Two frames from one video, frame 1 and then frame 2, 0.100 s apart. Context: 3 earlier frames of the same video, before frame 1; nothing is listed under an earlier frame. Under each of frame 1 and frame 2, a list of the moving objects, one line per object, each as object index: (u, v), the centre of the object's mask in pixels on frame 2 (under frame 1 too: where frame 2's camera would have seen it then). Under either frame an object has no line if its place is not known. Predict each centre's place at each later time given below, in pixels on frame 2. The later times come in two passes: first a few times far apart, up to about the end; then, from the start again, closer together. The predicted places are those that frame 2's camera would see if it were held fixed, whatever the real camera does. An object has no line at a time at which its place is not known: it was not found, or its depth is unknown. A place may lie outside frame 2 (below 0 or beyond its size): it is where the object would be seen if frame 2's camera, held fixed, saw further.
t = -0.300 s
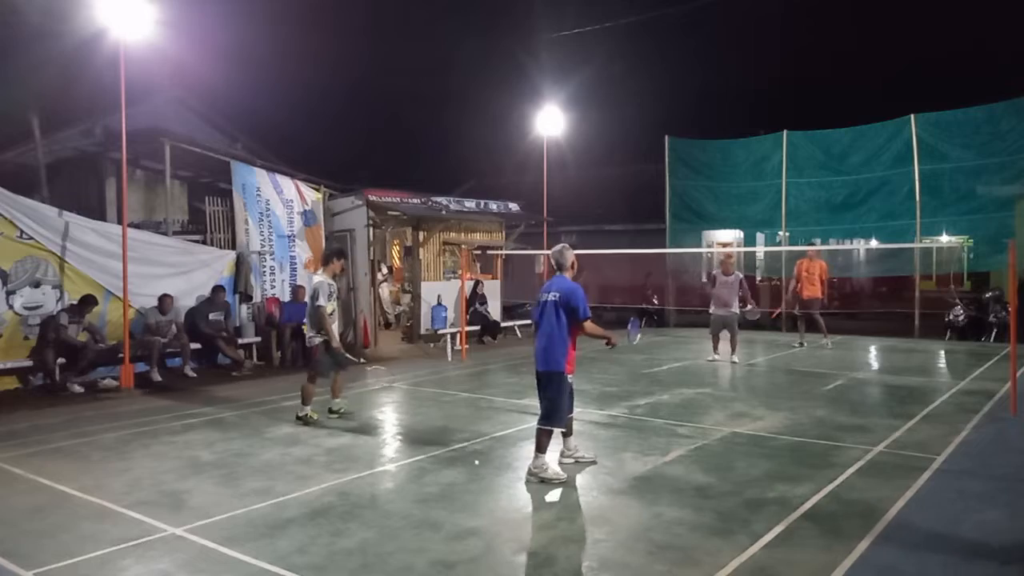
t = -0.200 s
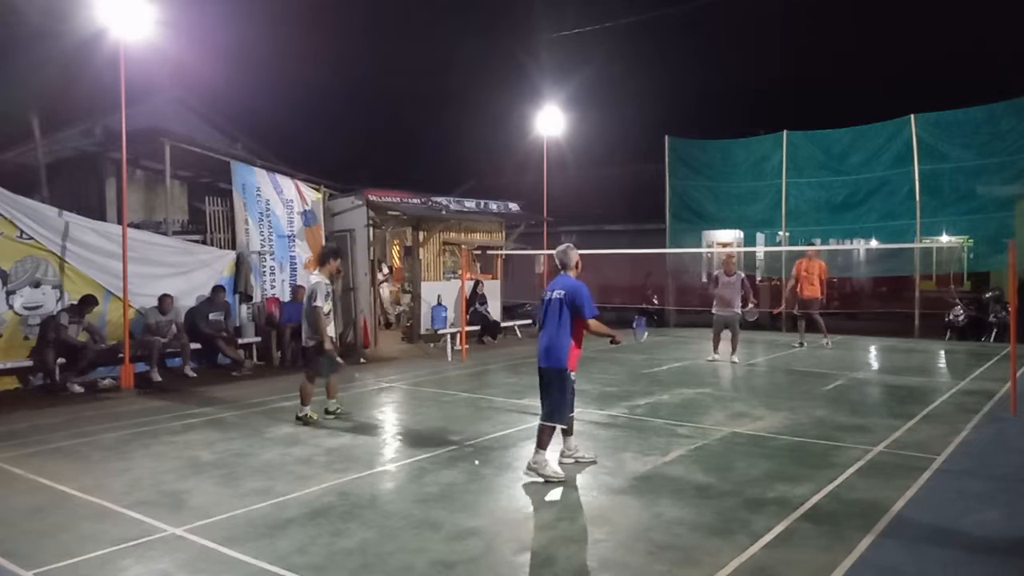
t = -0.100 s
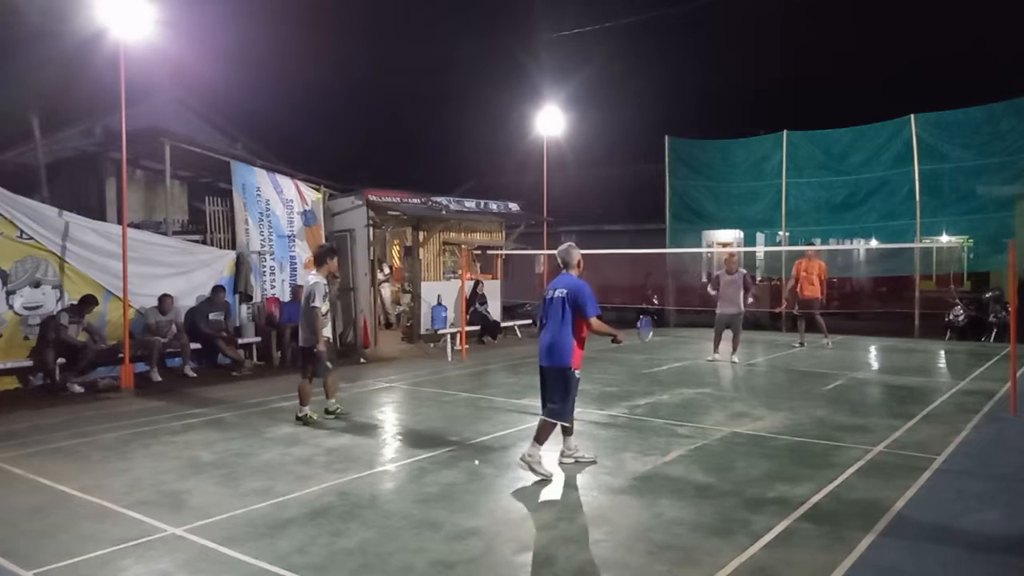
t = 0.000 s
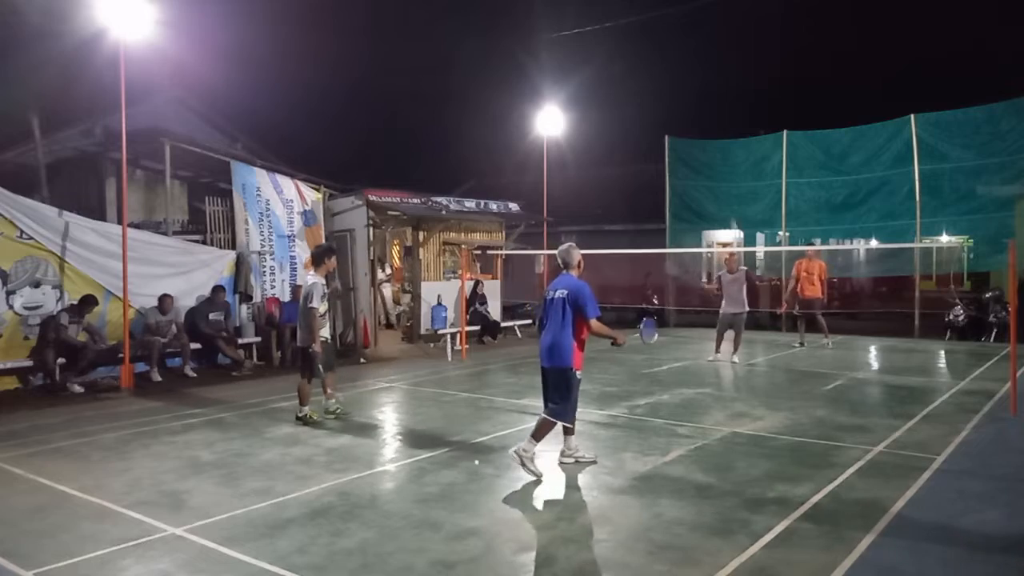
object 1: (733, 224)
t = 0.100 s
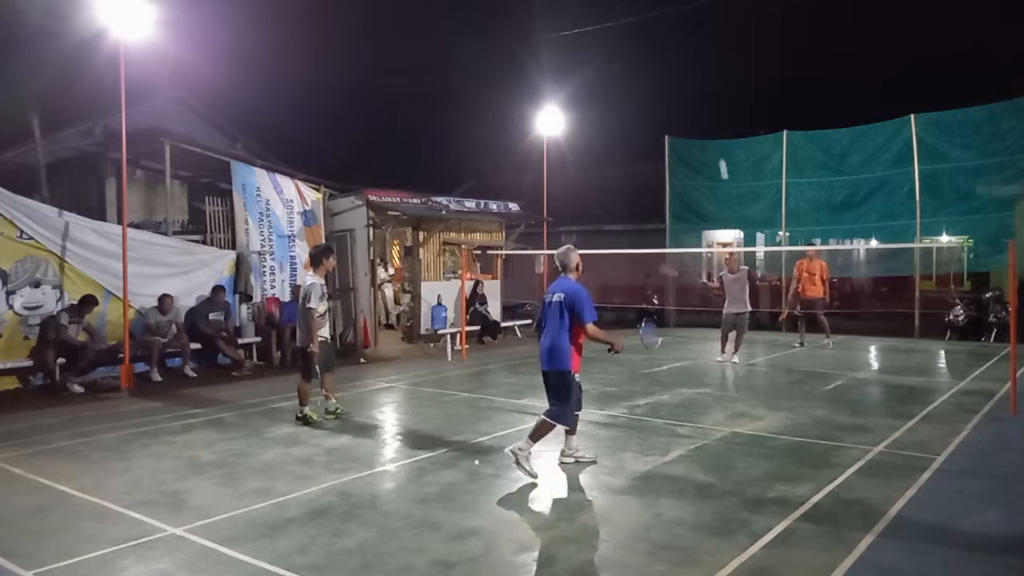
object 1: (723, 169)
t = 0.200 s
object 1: (711, 119)
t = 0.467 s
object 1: (678, 40)
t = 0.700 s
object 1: (639, 51)
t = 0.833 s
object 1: (612, 105)
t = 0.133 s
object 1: (719, 151)
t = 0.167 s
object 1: (715, 133)
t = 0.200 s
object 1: (711, 119)
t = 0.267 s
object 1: (703, 91)
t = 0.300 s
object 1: (699, 79)
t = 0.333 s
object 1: (695, 69)
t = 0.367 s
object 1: (691, 60)
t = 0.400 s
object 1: (687, 51)
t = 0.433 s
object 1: (683, 45)
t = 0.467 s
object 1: (678, 40)
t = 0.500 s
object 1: (673, 36)
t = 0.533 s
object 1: (668, 34)
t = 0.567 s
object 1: (663, 34)
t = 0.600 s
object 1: (657, 35)
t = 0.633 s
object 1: (652, 38)
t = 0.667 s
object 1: (646, 44)
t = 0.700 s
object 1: (639, 51)
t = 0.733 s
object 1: (633, 61)
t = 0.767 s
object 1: (626, 73)
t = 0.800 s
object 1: (619, 88)
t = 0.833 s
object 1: (612, 105)
